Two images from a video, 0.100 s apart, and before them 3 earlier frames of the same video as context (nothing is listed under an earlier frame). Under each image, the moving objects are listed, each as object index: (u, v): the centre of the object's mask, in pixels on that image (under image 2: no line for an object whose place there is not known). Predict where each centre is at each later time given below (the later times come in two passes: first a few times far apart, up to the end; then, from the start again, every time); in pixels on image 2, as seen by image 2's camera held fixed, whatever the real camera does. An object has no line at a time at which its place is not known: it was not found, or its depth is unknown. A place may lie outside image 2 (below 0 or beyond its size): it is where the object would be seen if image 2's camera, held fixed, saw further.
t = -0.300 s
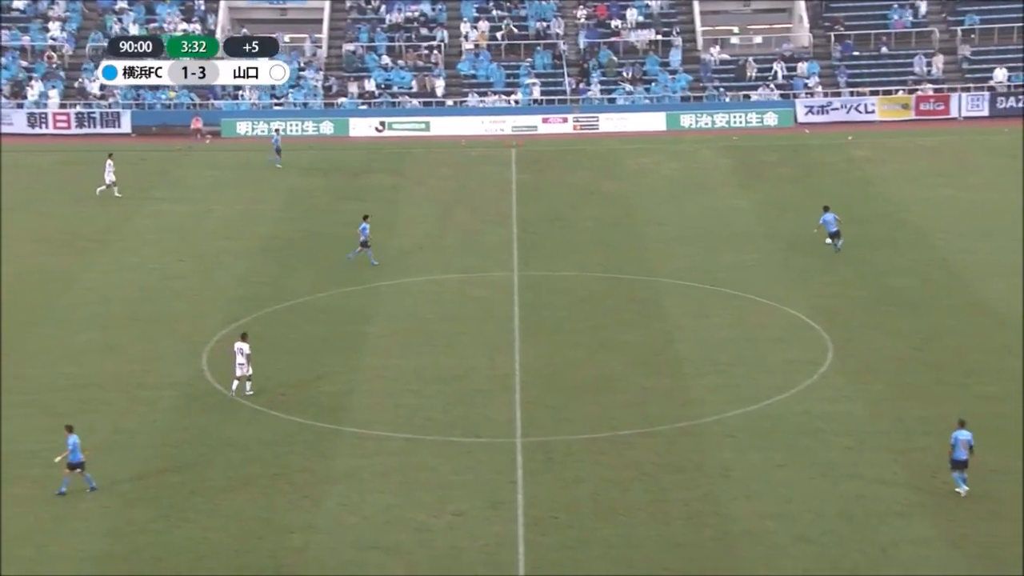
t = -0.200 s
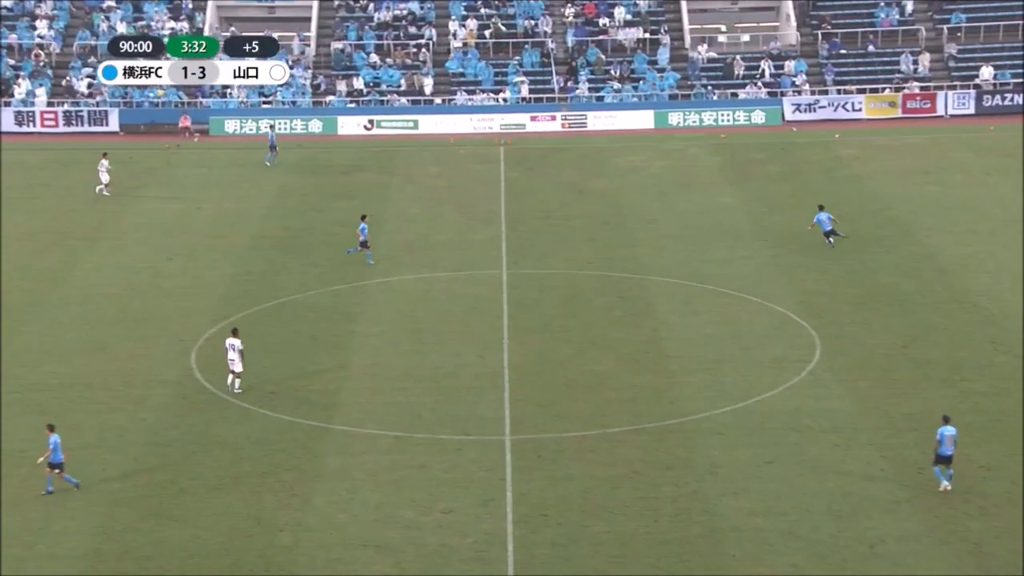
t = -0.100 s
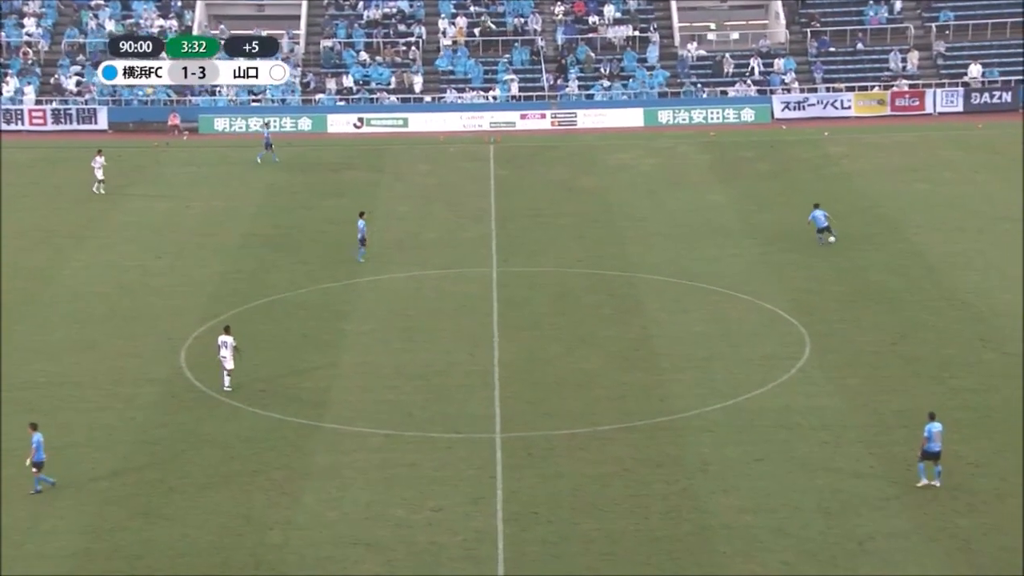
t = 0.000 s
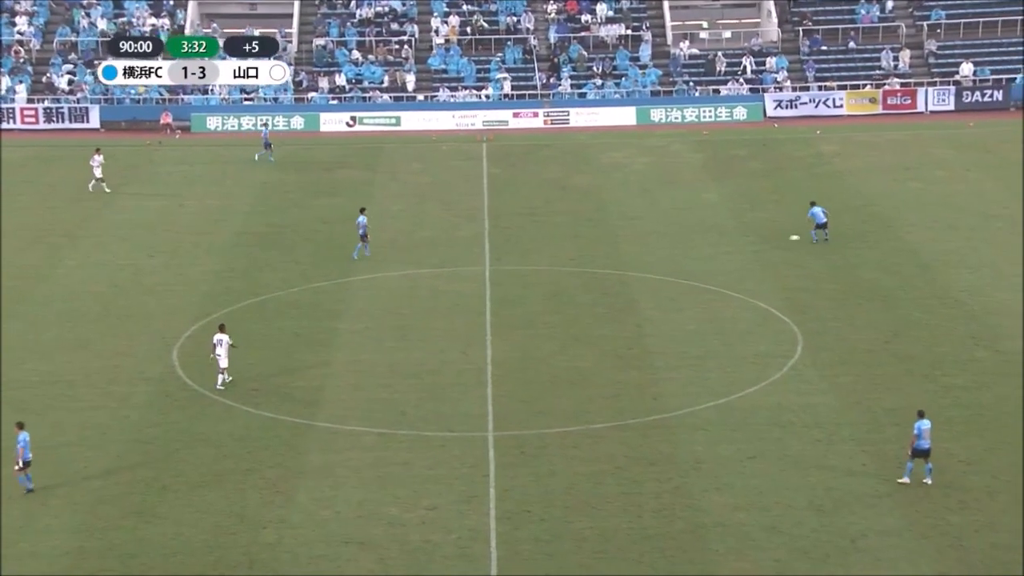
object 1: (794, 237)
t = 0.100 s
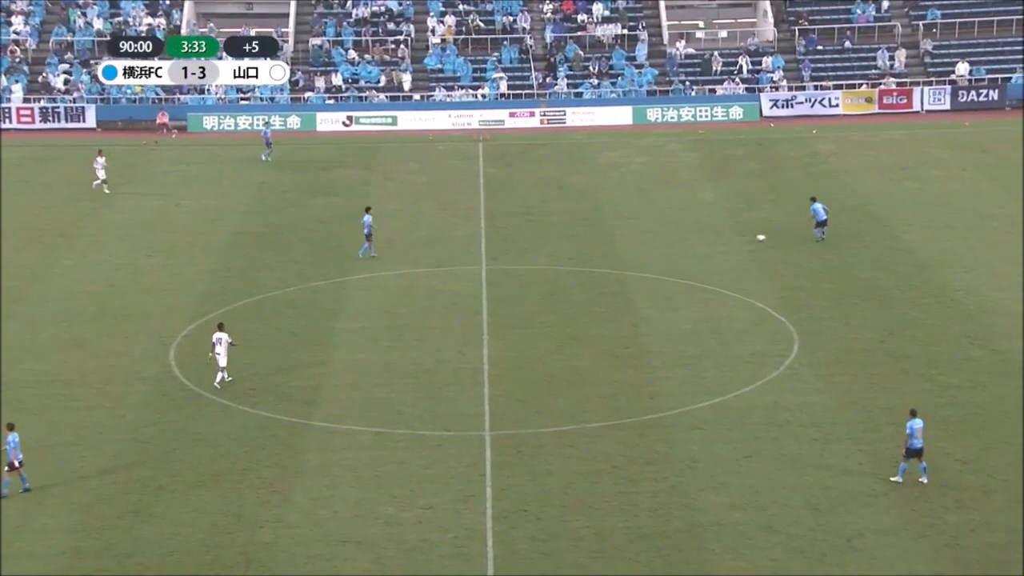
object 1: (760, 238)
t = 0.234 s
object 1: (725, 237)
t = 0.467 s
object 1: (670, 238)
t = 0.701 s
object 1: (626, 238)
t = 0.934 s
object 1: (591, 239)
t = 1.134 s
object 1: (567, 240)
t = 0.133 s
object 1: (751, 238)
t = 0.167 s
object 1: (742, 238)
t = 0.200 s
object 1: (733, 237)
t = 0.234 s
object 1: (725, 237)
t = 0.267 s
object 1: (716, 237)
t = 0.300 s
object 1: (707, 238)
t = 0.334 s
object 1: (700, 238)
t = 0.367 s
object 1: (692, 238)
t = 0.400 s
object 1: (684, 237)
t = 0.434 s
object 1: (677, 238)
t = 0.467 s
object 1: (670, 238)
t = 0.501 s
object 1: (663, 238)
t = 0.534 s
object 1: (657, 238)
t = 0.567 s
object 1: (650, 238)
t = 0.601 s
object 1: (644, 238)
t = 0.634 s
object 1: (638, 238)
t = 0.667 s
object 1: (632, 239)
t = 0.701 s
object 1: (626, 238)
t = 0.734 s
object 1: (621, 238)
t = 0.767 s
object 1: (615, 238)
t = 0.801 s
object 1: (610, 239)
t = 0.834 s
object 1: (605, 239)
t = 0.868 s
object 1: (600, 239)
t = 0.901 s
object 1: (595, 239)
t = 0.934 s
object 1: (591, 239)
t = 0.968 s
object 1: (587, 239)
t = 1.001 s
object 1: (583, 239)
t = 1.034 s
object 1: (578, 239)
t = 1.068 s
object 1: (574, 240)
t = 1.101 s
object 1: (570, 239)
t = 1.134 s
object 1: (567, 240)
